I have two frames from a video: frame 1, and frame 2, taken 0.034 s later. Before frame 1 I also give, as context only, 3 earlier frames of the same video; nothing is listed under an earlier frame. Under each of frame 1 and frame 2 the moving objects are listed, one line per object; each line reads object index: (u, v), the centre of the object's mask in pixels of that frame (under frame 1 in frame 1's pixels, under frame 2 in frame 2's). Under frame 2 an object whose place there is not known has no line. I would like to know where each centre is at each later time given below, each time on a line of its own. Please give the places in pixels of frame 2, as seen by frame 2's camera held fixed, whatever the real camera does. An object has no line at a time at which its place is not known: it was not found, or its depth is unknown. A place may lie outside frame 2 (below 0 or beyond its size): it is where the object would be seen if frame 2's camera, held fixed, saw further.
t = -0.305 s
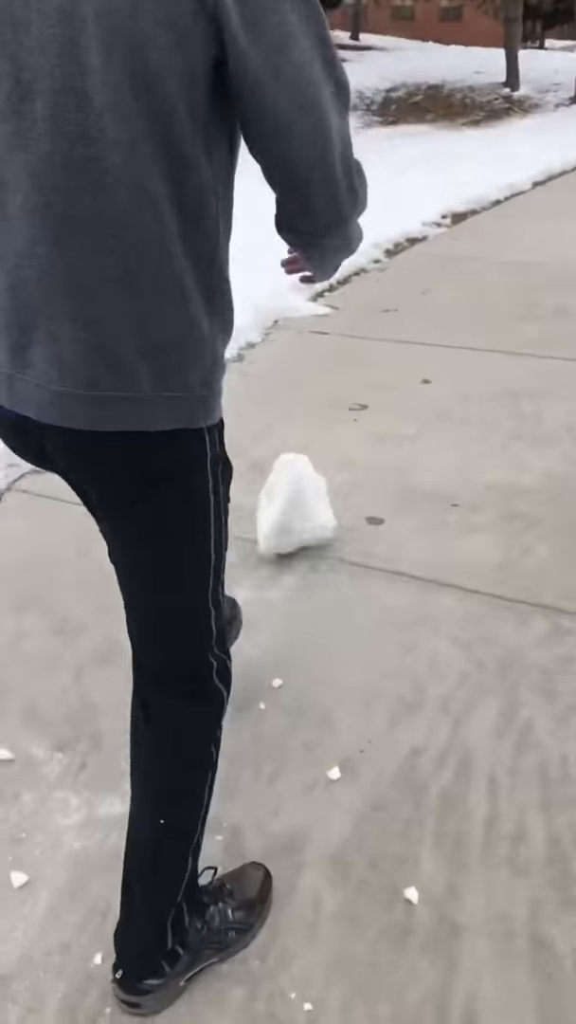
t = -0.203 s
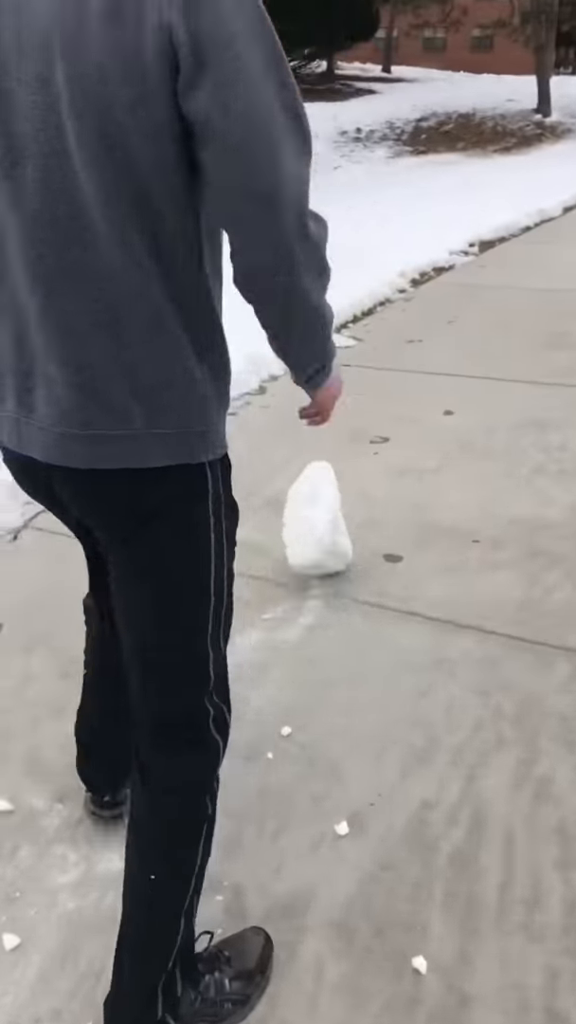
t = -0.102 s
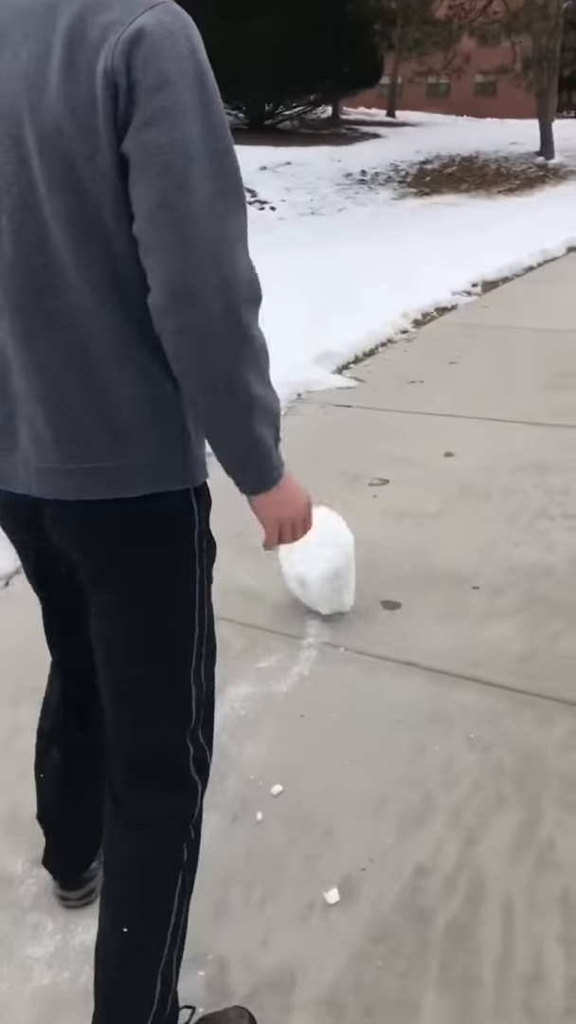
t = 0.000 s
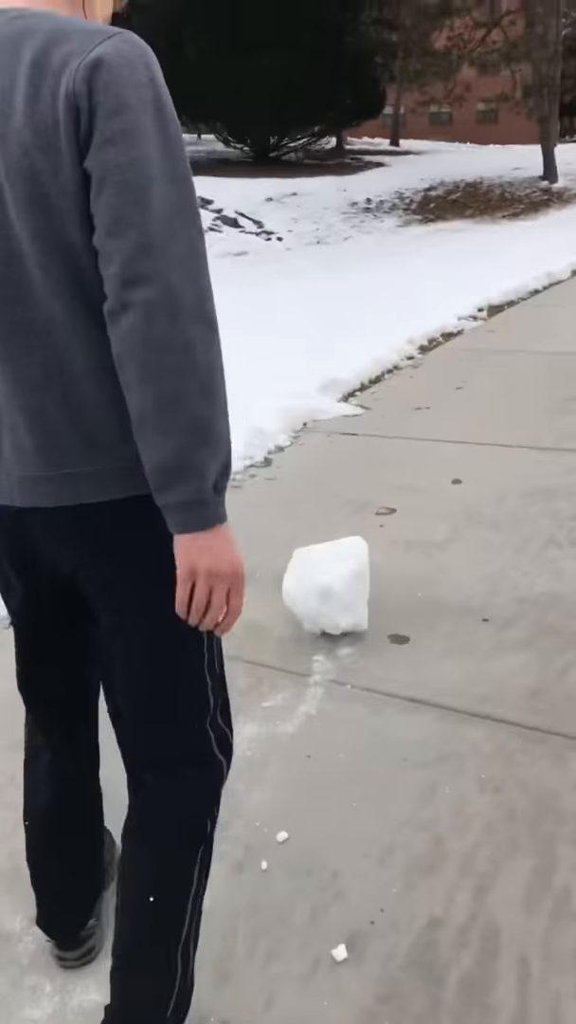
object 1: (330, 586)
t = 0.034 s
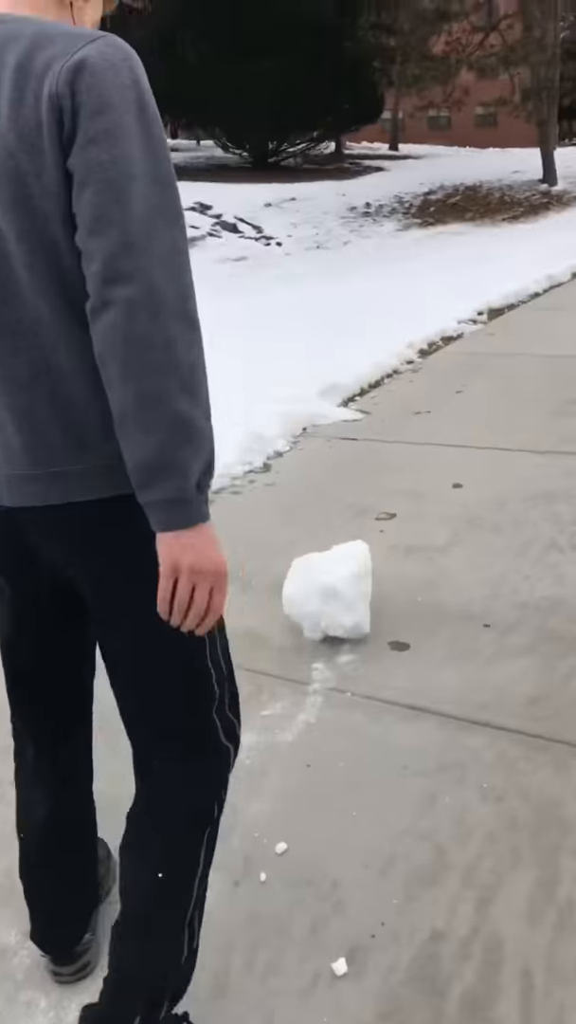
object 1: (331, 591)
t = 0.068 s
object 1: (332, 592)
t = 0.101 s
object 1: (333, 595)
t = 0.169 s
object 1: (336, 597)
